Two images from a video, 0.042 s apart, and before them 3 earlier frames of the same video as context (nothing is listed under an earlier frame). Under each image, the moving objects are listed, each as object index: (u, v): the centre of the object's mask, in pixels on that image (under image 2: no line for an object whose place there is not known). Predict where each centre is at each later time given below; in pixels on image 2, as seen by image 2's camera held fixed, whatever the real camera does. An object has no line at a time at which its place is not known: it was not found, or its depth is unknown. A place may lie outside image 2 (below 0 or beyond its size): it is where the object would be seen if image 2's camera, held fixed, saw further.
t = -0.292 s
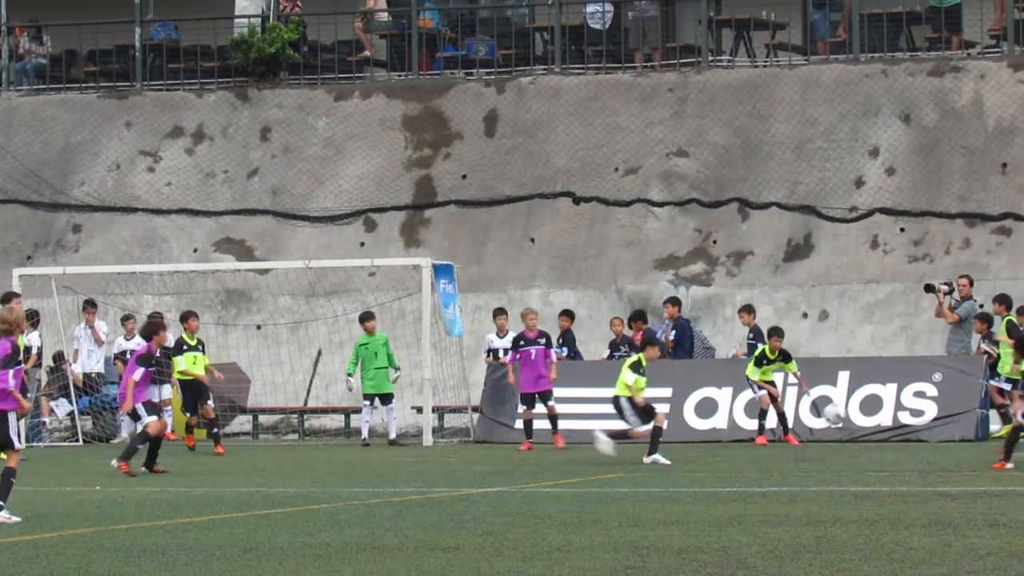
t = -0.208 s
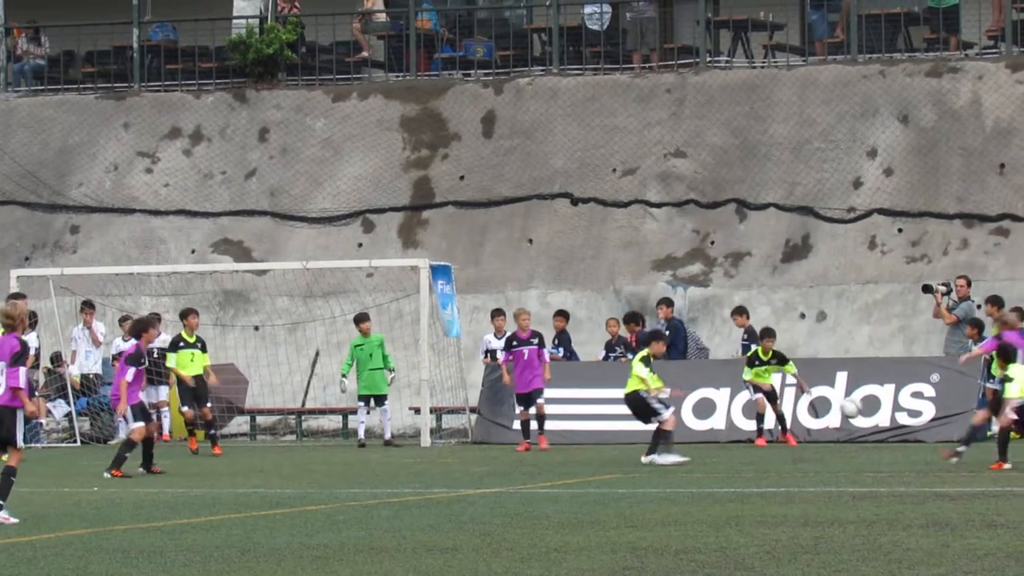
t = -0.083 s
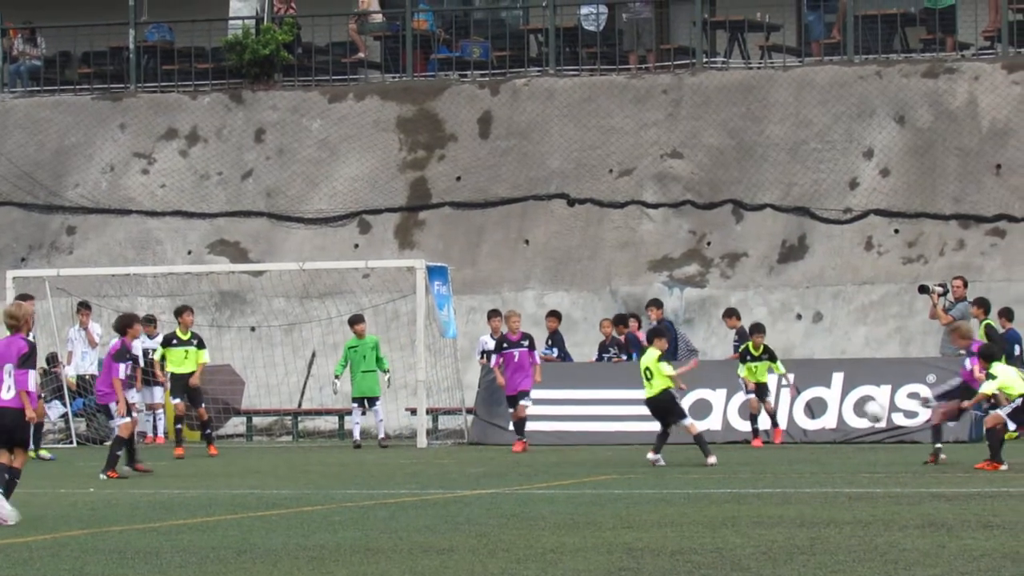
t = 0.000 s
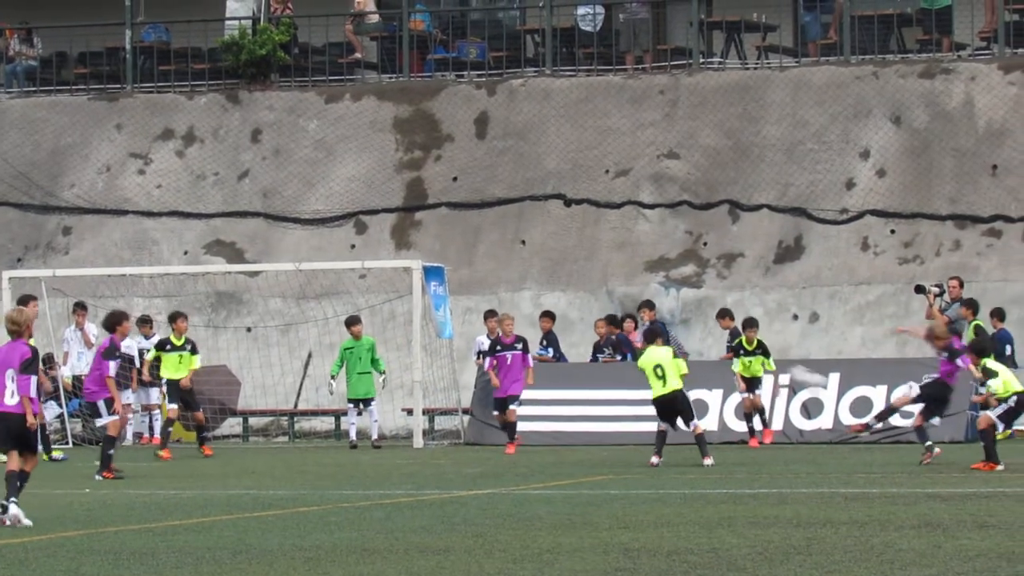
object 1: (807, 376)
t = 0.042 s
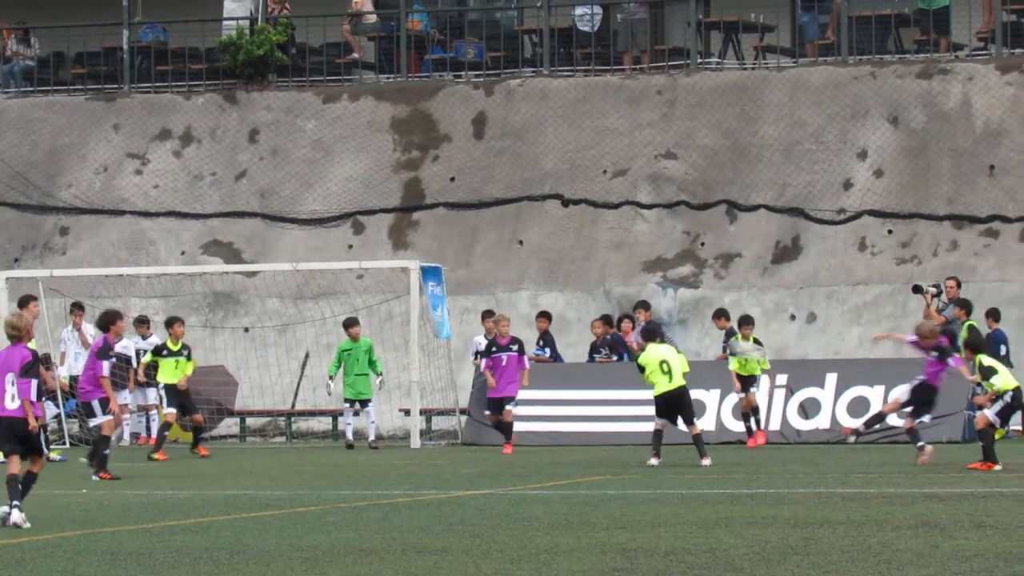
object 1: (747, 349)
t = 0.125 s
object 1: (639, 300)
